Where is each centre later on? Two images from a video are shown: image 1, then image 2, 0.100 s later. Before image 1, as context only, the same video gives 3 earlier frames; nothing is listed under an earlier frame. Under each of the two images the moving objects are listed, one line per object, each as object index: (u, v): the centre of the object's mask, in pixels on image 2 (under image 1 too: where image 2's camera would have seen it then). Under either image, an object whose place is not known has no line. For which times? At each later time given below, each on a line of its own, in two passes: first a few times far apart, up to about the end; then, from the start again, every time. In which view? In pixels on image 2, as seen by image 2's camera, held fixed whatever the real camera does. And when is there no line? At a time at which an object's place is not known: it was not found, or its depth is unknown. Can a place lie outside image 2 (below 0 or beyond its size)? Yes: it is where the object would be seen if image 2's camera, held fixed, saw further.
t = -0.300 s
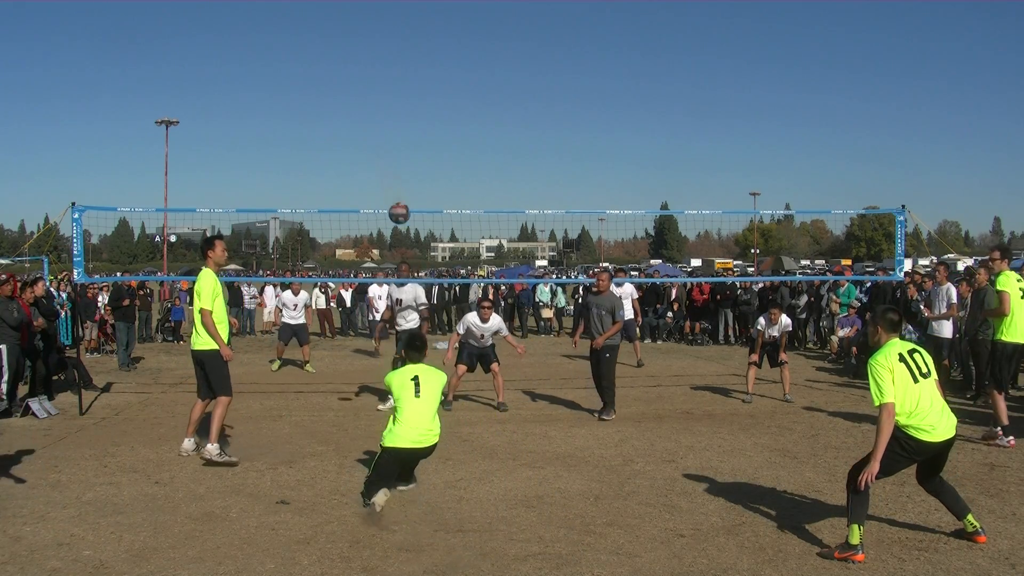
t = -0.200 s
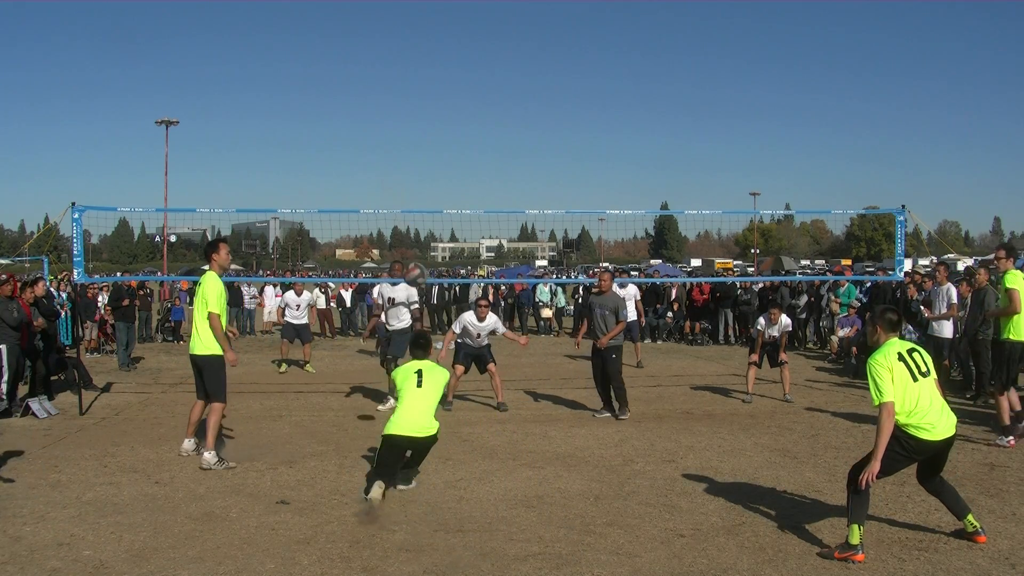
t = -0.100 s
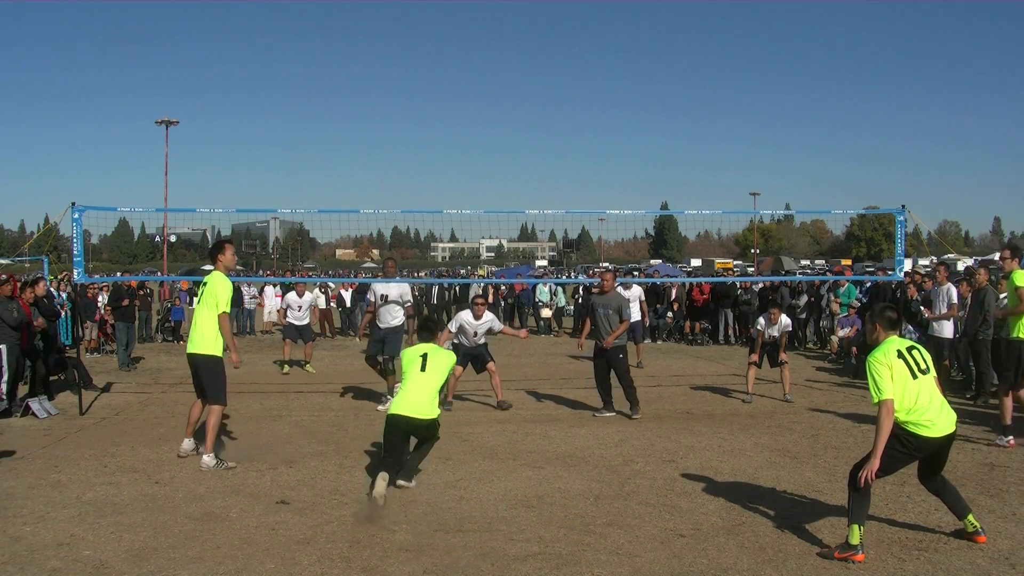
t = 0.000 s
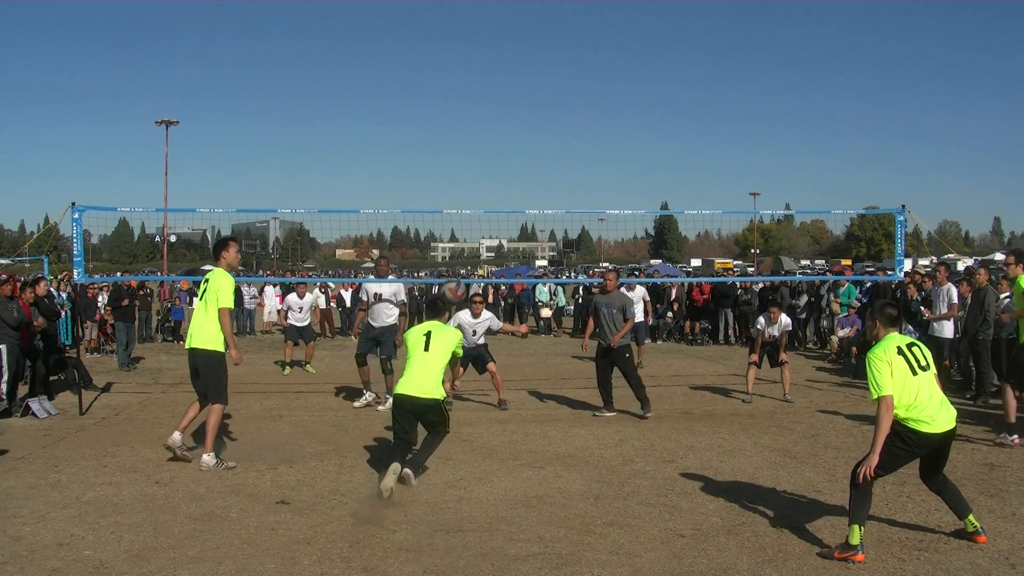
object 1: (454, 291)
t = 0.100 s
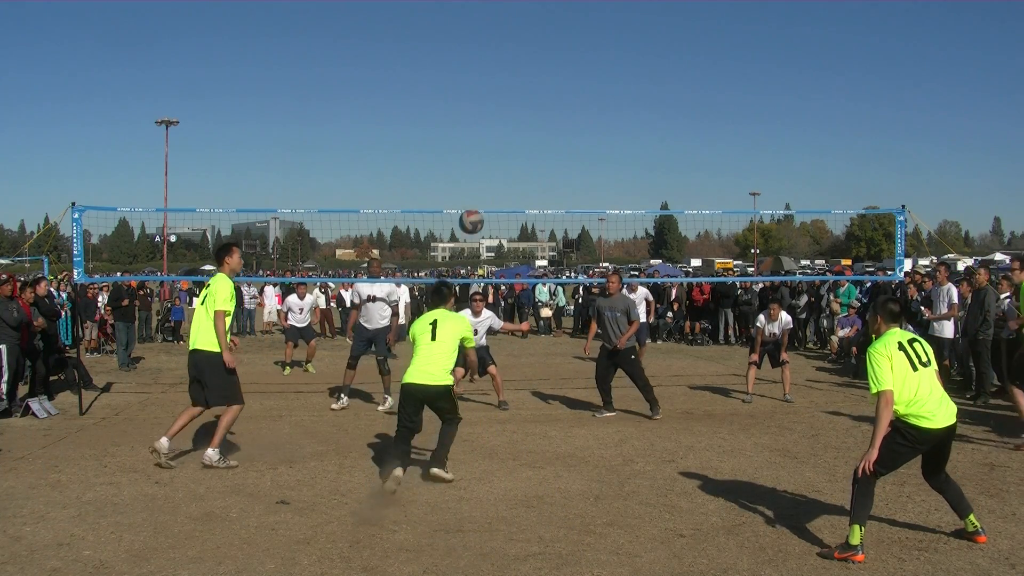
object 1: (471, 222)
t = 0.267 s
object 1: (501, 140)
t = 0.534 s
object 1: (544, 87)
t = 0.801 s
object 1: (582, 108)
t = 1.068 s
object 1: (616, 191)
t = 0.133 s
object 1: (477, 202)
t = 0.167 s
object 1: (483, 184)
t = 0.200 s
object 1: (489, 168)
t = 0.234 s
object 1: (495, 154)
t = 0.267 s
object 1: (501, 140)
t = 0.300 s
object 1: (506, 130)
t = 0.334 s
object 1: (512, 120)
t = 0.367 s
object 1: (517, 111)
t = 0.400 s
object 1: (523, 104)
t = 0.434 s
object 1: (528, 98)
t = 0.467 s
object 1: (533, 93)
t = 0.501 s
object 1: (539, 90)
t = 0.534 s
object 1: (544, 87)
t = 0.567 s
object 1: (549, 87)
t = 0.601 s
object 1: (554, 86)
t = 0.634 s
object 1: (559, 88)
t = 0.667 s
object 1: (563, 90)
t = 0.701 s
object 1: (568, 93)
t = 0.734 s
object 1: (573, 97)
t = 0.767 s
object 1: (578, 102)
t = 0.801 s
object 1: (582, 108)
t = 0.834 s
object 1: (587, 115)
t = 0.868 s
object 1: (591, 124)
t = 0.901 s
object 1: (596, 133)
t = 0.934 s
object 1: (600, 143)
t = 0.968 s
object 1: (604, 153)
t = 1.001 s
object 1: (608, 165)
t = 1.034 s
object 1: (612, 178)
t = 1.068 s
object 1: (616, 191)
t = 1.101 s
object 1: (620, 205)
